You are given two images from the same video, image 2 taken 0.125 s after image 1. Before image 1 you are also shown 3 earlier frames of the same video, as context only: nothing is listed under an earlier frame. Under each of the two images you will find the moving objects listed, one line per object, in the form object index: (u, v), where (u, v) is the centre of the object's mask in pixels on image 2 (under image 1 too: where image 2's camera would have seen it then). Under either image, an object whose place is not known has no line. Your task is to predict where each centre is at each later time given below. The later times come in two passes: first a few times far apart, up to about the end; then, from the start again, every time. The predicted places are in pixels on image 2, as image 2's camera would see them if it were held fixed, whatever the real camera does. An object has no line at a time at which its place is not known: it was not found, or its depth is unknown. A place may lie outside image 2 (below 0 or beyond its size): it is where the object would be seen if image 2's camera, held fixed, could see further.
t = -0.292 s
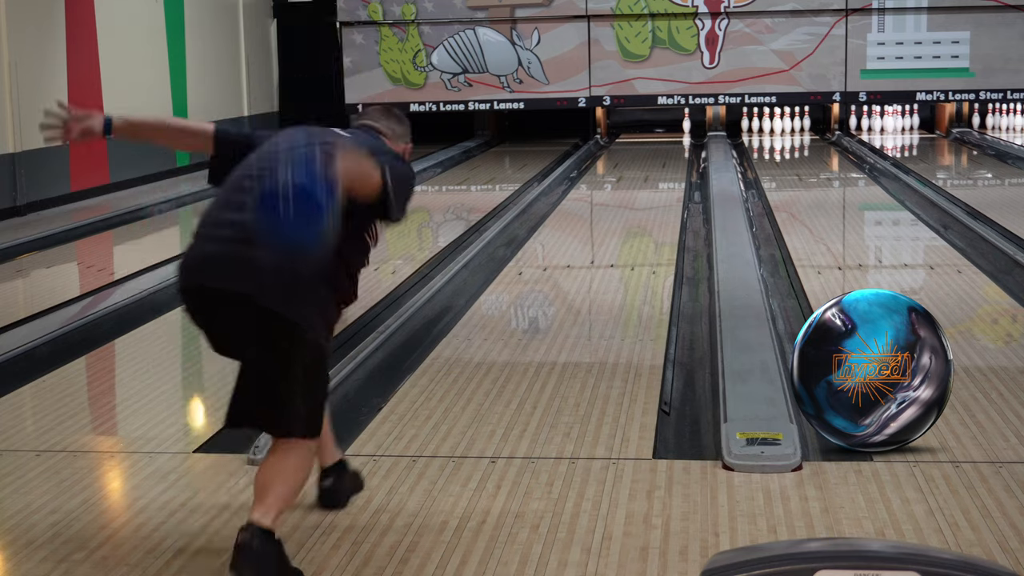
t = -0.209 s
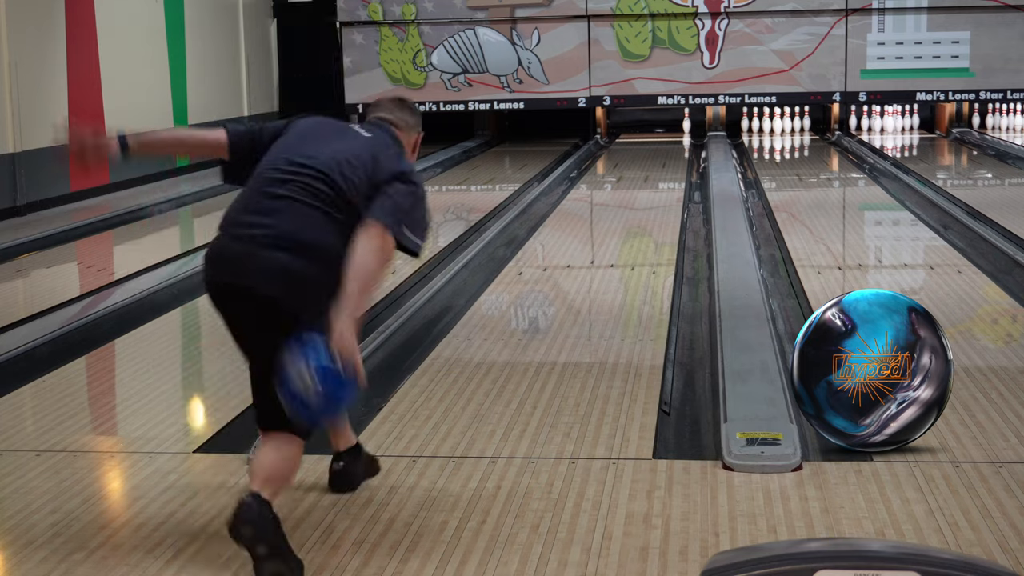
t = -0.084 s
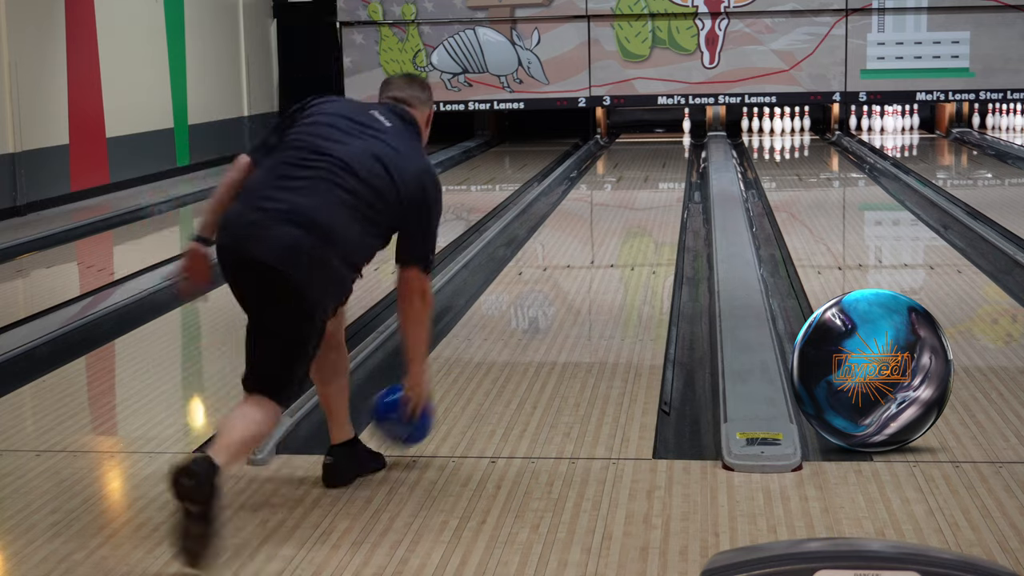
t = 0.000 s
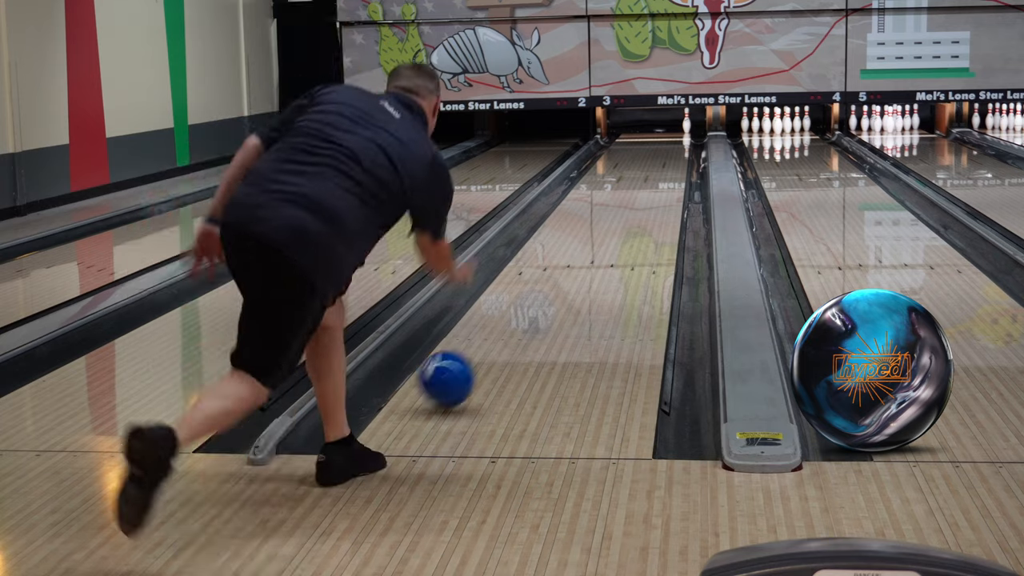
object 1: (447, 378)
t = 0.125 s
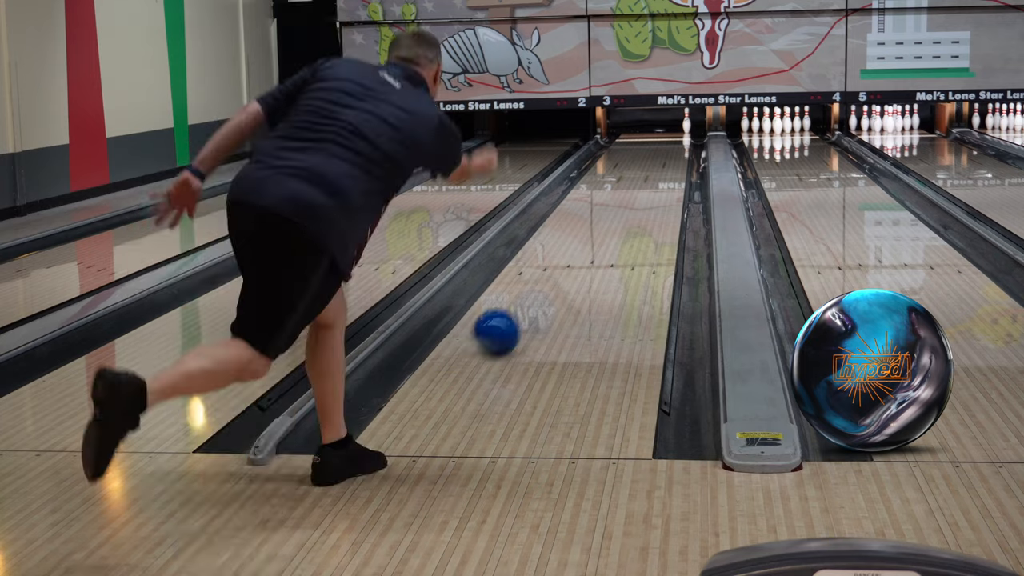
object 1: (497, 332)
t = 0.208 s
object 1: (522, 304)
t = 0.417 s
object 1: (568, 253)
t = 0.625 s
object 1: (599, 219)
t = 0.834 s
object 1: (622, 194)
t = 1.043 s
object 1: (639, 175)
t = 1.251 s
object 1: (652, 160)
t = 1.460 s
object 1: (662, 149)
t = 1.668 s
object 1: (670, 139)
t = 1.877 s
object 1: (676, 132)
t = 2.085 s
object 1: (680, 126)
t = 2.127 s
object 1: (677, 125)
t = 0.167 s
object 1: (510, 317)
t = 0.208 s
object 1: (522, 304)
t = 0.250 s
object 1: (533, 292)
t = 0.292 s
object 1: (543, 281)
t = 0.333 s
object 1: (552, 271)
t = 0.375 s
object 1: (560, 262)
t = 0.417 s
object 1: (568, 253)
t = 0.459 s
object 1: (576, 245)
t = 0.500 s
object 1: (582, 238)
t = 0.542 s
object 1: (589, 231)
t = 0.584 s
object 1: (594, 225)
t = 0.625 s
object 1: (599, 219)
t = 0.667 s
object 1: (604, 213)
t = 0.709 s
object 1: (609, 208)
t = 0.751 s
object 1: (614, 203)
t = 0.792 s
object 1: (618, 198)
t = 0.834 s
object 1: (622, 194)
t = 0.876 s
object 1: (626, 190)
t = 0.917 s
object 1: (630, 185)
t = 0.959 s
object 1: (633, 182)
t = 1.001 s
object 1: (636, 178)
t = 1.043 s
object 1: (639, 175)
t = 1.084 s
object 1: (642, 172)
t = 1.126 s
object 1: (645, 168)
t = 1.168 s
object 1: (647, 166)
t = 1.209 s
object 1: (650, 163)
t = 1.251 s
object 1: (652, 160)
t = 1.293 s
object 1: (654, 158)
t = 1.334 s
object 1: (656, 156)
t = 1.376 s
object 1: (659, 154)
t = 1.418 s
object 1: (661, 151)
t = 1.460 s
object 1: (662, 149)
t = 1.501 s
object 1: (664, 147)
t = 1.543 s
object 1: (666, 145)
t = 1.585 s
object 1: (668, 143)
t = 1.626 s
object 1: (669, 142)
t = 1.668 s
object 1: (670, 139)
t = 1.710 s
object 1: (672, 138)
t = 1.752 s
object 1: (673, 136)
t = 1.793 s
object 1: (674, 135)
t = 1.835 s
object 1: (676, 133)
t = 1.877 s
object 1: (676, 132)
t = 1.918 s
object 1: (677, 131)
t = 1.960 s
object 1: (678, 129)
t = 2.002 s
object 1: (679, 128)
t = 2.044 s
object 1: (680, 127)
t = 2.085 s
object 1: (680, 126)
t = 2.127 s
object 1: (677, 125)
